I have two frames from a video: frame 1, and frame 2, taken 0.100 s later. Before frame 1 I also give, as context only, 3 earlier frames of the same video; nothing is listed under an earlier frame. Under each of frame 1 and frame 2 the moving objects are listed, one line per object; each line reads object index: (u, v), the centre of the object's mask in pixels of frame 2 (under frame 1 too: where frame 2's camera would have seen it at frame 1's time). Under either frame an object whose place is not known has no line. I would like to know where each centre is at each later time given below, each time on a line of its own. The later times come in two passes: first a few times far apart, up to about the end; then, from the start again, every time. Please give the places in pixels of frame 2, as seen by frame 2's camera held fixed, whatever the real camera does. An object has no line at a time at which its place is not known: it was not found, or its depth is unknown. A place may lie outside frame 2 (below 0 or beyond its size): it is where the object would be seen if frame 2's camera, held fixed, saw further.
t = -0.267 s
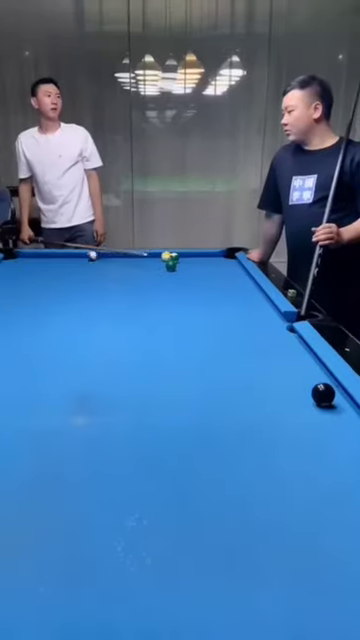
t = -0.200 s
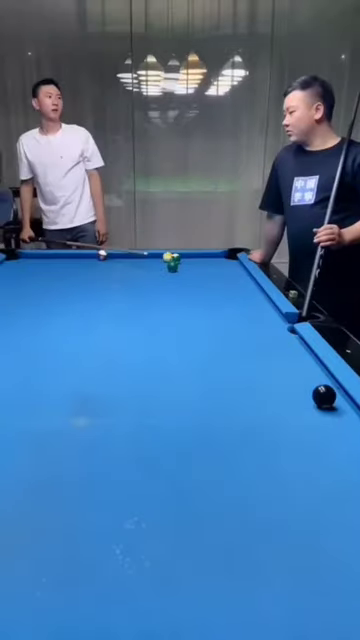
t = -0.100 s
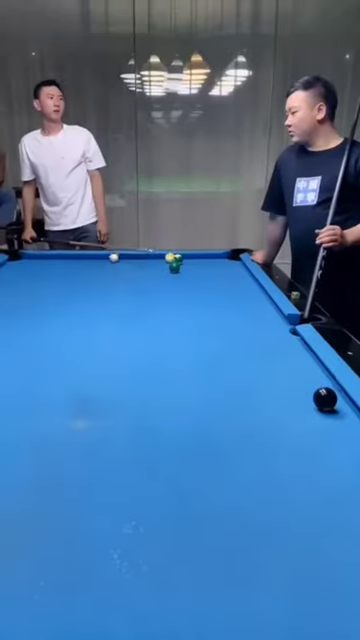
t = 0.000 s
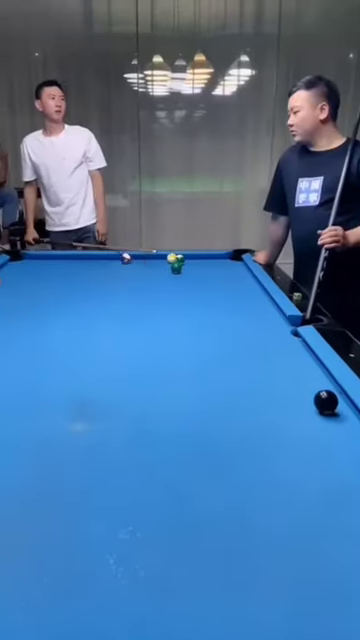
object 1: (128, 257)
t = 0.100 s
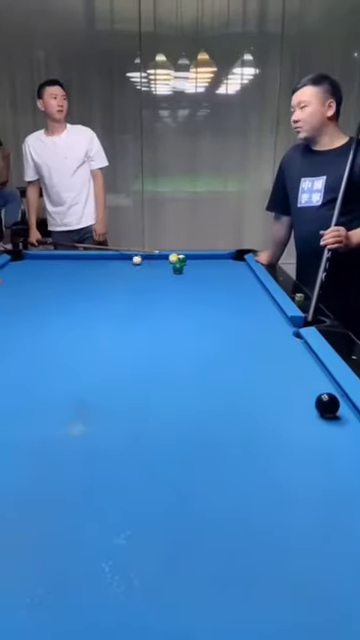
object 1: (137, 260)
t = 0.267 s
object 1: (152, 262)
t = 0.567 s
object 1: (184, 266)
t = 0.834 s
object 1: (210, 271)
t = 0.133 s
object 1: (139, 260)
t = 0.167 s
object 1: (143, 260)
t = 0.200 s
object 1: (146, 260)
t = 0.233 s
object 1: (150, 261)
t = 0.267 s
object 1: (152, 262)
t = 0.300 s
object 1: (155, 262)
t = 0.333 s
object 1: (159, 263)
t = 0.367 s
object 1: (162, 263)
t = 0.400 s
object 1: (166, 263)
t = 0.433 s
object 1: (169, 264)
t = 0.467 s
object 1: (171, 264)
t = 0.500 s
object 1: (174, 262)
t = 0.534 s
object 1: (178, 263)
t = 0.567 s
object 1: (184, 266)
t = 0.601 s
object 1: (186, 266)
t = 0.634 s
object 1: (189, 266)
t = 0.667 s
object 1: (193, 267)
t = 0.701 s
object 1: (196, 268)
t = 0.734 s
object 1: (199, 269)
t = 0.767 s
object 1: (203, 269)
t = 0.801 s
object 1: (206, 270)
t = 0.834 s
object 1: (210, 271)
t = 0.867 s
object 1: (213, 271)
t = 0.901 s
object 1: (217, 271)
